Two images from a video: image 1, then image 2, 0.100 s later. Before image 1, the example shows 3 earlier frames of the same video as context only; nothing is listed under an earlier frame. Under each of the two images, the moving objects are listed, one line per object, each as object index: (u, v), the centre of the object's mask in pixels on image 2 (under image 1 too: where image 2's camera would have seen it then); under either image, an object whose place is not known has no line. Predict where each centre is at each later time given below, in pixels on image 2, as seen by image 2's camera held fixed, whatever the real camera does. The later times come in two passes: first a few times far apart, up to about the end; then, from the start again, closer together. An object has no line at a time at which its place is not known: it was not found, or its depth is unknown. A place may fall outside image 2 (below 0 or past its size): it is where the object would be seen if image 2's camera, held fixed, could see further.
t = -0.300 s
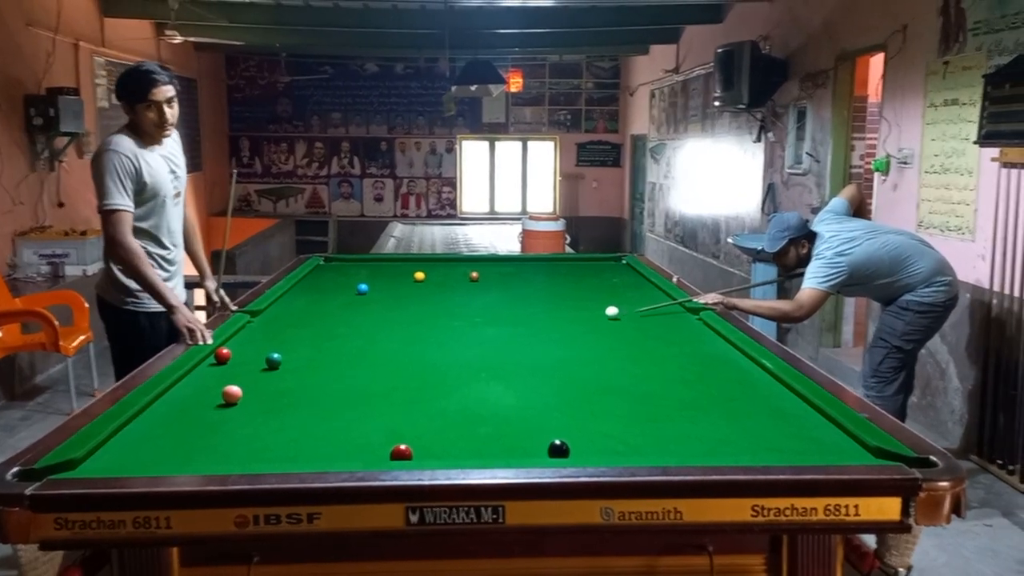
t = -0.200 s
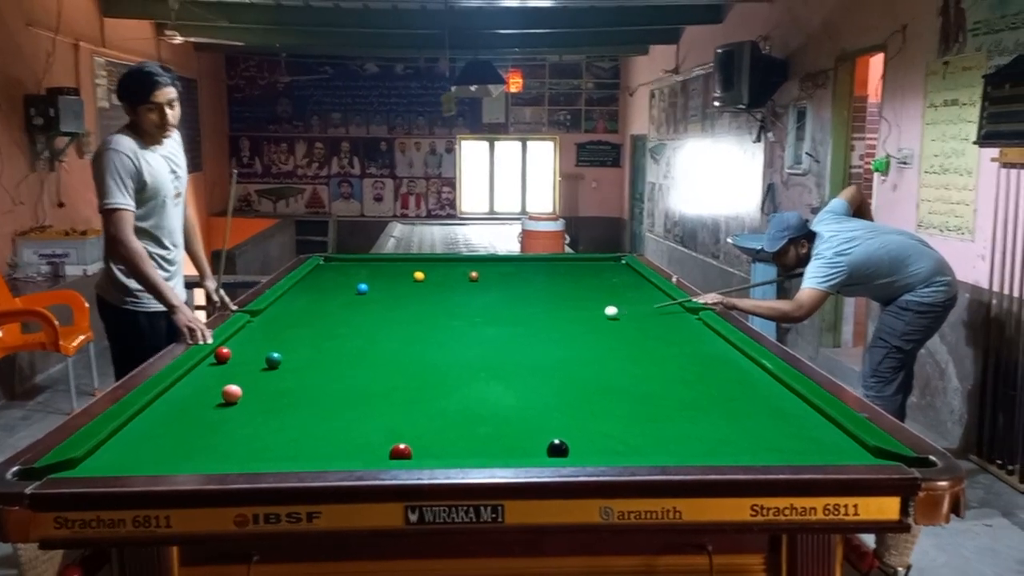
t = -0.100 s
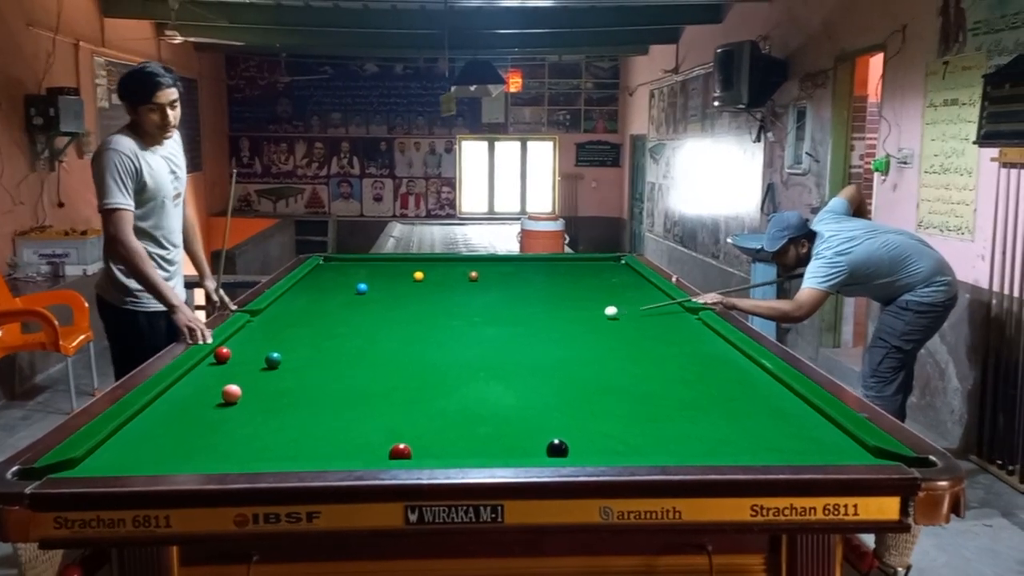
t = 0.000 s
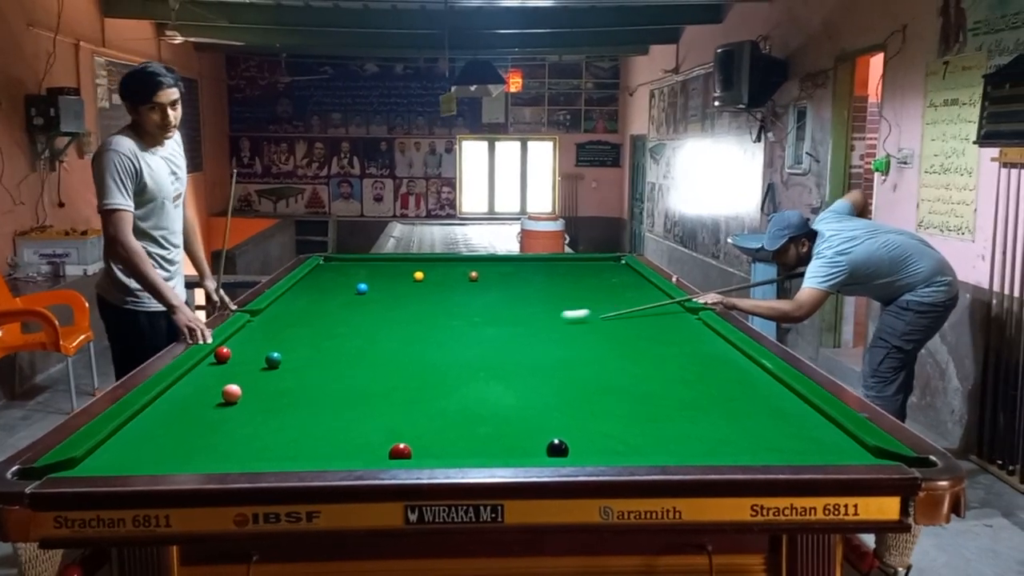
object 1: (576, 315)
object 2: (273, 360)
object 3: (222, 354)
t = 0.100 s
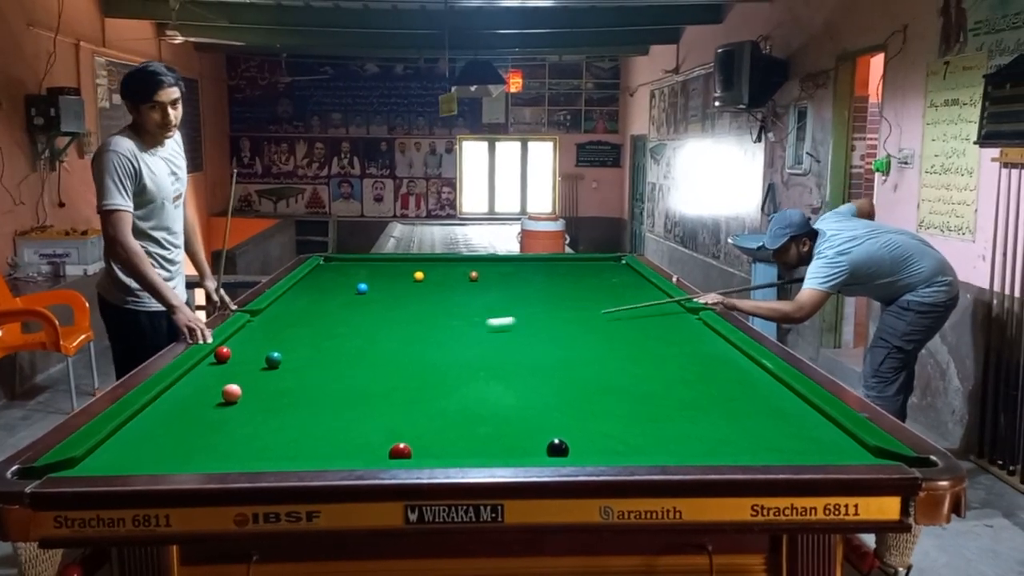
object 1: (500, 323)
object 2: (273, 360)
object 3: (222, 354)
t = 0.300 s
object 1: (350, 339)
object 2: (273, 360)
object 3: (222, 354)
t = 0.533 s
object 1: (237, 348)
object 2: (273, 360)
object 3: (232, 357)
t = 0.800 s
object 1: (236, 350)
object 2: (320, 358)
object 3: (268, 367)
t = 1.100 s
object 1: (271, 349)
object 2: (381, 356)
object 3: (294, 378)
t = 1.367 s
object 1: (300, 348)
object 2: (431, 355)
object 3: (317, 388)
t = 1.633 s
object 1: (325, 348)
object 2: (478, 353)
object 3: (341, 398)
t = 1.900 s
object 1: (347, 347)
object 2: (521, 352)
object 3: (367, 408)
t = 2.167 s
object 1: (366, 347)
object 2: (561, 351)
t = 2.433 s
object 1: (382, 347)
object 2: (599, 350)
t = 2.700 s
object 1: (396, 346)
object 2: (633, 349)
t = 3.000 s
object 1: (409, 346)
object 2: (670, 348)
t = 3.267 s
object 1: (418, 346)
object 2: (699, 348)
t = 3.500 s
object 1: (424, 345)
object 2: (722, 347)
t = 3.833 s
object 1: (430, 346)
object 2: (718, 347)
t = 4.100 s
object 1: (433, 345)
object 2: (703, 347)
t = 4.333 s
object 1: (433, 345)
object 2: (692, 347)
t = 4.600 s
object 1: (433, 345)
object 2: (682, 347)
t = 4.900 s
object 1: (433, 345)
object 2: (674, 348)
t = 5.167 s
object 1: (433, 345)
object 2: (670, 348)
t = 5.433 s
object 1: (433, 346)
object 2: (668, 348)
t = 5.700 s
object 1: (433, 346)
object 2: (668, 348)
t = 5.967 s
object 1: (433, 346)
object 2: (669, 348)
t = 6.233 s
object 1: (433, 347)
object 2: (669, 348)
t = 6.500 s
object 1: (433, 347)
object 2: (668, 348)
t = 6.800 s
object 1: (433, 346)
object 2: (668, 348)
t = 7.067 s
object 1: (433, 347)
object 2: (668, 348)
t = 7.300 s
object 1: (433, 347)
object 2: (669, 348)
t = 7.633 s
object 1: (433, 347)
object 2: (668, 348)
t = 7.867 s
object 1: (433, 347)
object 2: (668, 348)
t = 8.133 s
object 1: (433, 347)
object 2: (668, 348)
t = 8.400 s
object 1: (433, 347)
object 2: (668, 348)
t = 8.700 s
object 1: (433, 347)
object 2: (668, 348)
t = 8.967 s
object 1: (433, 347)
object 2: (668, 348)
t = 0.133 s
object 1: (475, 325)
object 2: (273, 360)
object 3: (222, 354)
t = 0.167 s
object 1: (450, 328)
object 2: (273, 359)
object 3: (222, 354)
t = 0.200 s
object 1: (425, 331)
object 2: (273, 359)
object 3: (222, 354)
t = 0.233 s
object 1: (400, 333)
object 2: (273, 360)
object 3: (222, 354)
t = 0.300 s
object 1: (350, 339)
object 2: (273, 360)
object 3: (222, 354)
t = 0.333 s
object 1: (326, 341)
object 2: (273, 360)
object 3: (222, 354)
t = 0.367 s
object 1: (302, 344)
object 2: (273, 360)
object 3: (222, 354)
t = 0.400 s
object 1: (279, 346)
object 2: (273, 360)
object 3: (222, 354)
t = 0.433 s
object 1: (255, 349)
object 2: (273, 360)
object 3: (222, 354)
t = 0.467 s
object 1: (238, 351)
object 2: (273, 360)
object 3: (217, 354)
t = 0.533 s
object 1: (237, 348)
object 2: (273, 360)
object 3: (232, 357)
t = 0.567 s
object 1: (232, 350)
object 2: (273, 360)
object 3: (243, 359)
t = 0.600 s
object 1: (229, 351)
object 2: (273, 360)
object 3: (254, 360)
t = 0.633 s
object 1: (224, 351)
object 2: (281, 359)
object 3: (256, 361)
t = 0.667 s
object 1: (219, 351)
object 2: (291, 359)
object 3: (257, 362)
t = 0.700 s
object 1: (223, 350)
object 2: (299, 359)
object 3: (259, 364)
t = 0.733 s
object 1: (227, 351)
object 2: (306, 359)
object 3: (262, 365)
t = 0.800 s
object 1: (236, 350)
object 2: (320, 358)
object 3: (268, 367)
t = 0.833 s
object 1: (240, 350)
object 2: (327, 358)
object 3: (270, 368)
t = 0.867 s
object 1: (243, 350)
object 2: (334, 357)
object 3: (273, 369)
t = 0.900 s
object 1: (248, 350)
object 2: (341, 357)
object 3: (276, 371)
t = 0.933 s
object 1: (252, 350)
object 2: (348, 357)
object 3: (279, 372)
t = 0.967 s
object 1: (256, 350)
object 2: (355, 357)
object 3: (282, 373)
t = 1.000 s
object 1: (260, 350)
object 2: (362, 357)
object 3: (285, 374)
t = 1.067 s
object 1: (267, 349)
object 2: (374, 356)
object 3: (291, 377)
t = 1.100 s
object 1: (271, 349)
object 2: (381, 356)
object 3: (294, 378)
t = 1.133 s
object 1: (275, 349)
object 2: (388, 356)
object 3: (296, 379)
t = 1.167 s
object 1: (279, 349)
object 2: (394, 356)
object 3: (299, 380)
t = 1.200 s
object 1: (282, 349)
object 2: (400, 356)
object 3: (302, 382)
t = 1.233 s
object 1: (286, 349)
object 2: (406, 355)
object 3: (305, 383)
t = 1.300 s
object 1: (293, 348)
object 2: (419, 355)
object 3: (311, 385)
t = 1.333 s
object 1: (296, 348)
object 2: (425, 355)
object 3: (314, 387)
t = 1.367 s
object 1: (300, 348)
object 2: (431, 355)
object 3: (317, 388)
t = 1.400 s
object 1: (303, 348)
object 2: (437, 354)
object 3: (320, 389)
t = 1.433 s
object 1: (306, 348)
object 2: (443, 354)
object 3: (323, 390)
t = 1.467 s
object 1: (309, 348)
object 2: (449, 354)
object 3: (326, 392)
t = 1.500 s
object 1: (313, 348)
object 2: (454, 354)
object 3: (329, 393)
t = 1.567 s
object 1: (319, 348)
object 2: (466, 354)
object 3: (335, 395)
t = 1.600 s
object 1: (322, 348)
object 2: (472, 354)
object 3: (338, 397)
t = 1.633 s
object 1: (325, 348)
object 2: (478, 353)
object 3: (341, 398)
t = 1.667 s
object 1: (328, 348)
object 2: (483, 353)
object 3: (345, 399)
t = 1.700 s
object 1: (331, 348)
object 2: (489, 353)
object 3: (348, 400)
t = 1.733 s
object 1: (334, 347)
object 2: (494, 353)
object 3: (351, 402)
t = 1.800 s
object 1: (339, 348)
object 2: (505, 352)
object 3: (357, 404)
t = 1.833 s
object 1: (342, 348)
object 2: (510, 352)
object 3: (360, 406)
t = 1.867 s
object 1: (344, 348)
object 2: (516, 352)
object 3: (363, 407)
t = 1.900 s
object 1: (347, 347)
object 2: (521, 352)
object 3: (367, 408)
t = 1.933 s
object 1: (349, 348)
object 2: (526, 352)
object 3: (370, 410)
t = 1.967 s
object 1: (352, 347)
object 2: (531, 352)
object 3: (373, 411)
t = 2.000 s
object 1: (355, 347)
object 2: (536, 352)
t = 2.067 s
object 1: (359, 347)
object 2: (547, 351)
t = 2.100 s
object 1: (362, 347)
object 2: (551, 351)
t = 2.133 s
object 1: (364, 347)
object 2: (556, 351)
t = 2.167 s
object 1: (366, 347)
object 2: (561, 351)
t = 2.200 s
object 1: (368, 347)
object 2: (566, 351)
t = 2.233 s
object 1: (371, 347)
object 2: (571, 351)
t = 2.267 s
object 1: (372, 347)
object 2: (576, 351)
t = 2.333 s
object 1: (376, 347)
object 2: (585, 351)
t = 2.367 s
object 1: (378, 347)
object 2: (590, 351)
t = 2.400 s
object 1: (381, 347)
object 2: (594, 350)
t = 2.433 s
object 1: (382, 347)
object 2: (599, 350)
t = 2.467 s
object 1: (384, 347)
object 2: (603, 350)
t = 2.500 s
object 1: (386, 347)
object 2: (608, 350)
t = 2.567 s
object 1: (390, 347)
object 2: (617, 350)
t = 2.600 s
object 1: (391, 347)
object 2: (621, 350)
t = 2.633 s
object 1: (393, 347)
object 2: (625, 349)
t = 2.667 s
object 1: (395, 346)
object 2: (629, 349)
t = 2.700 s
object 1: (396, 346)
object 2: (633, 349)
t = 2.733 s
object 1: (398, 346)
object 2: (638, 349)
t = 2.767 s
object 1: (399, 346)
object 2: (642, 349)
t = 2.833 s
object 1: (402, 346)
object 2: (650, 349)
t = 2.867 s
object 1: (404, 346)
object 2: (654, 349)
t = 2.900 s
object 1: (405, 346)
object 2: (658, 349)
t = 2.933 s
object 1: (407, 346)
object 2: (662, 349)
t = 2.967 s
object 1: (408, 346)
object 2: (666, 349)
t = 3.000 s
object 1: (409, 346)
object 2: (670, 348)
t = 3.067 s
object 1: (412, 346)
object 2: (677, 348)
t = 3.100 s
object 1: (413, 346)
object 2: (681, 348)
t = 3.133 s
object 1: (414, 346)
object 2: (685, 348)
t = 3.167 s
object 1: (415, 346)
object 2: (688, 348)
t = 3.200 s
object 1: (416, 346)
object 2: (692, 348)
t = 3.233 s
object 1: (417, 346)
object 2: (695, 348)
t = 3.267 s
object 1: (418, 346)
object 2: (699, 348)
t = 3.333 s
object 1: (420, 346)
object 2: (706, 348)
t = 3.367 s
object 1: (421, 345)
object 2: (709, 348)
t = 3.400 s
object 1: (422, 345)
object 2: (712, 348)
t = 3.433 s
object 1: (423, 345)
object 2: (715, 348)
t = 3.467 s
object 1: (424, 346)
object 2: (719, 348)
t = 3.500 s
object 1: (424, 345)
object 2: (722, 347)
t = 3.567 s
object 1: (426, 345)
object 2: (728, 347)
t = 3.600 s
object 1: (427, 345)
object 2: (731, 347)
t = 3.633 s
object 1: (427, 345)
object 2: (731, 347)
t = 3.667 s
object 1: (428, 345)
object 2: (729, 347)
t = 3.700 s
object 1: (428, 345)
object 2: (727, 347)
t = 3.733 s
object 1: (429, 345)
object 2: (725, 347)
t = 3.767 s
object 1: (429, 346)
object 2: (722, 348)
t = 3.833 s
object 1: (430, 346)
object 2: (718, 347)
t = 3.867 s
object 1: (431, 346)
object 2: (716, 347)
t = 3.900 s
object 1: (431, 346)
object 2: (714, 348)
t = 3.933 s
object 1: (431, 346)
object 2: (712, 347)
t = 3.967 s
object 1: (432, 345)
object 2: (710, 347)
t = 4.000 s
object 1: (432, 345)
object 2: (708, 347)
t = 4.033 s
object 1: (432, 345)
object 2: (707, 347)
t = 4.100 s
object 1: (433, 345)
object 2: (703, 347)
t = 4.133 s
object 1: (433, 345)
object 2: (701, 347)
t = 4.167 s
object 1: (433, 345)
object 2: (700, 347)
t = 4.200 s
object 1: (433, 345)
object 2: (698, 347)
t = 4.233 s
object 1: (433, 345)
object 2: (697, 347)
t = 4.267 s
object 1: (433, 346)
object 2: (695, 347)
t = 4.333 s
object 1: (433, 345)
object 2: (692, 347)
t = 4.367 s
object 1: (433, 345)
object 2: (691, 347)
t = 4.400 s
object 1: (433, 346)
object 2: (690, 347)
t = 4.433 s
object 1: (433, 346)
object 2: (688, 348)
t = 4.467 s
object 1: (433, 346)
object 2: (687, 348)
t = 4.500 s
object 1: (433, 345)
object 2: (686, 347)
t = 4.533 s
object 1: (433, 346)
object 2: (684, 348)
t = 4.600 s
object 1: (433, 345)
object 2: (682, 347)
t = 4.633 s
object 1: (433, 345)
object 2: (681, 348)
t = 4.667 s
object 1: (433, 345)
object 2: (680, 347)
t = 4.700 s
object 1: (433, 345)
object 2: (680, 347)
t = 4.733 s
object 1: (433, 345)
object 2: (679, 348)
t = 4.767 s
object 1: (433, 345)
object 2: (678, 347)
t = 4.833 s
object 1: (433, 345)
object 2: (676, 348)
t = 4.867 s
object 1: (433, 345)
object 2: (676, 348)
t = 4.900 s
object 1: (433, 345)
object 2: (674, 348)
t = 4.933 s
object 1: (433, 345)
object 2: (674, 347)
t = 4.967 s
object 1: (433, 345)
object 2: (673, 347)
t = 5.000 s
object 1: (433, 345)
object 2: (672, 347)
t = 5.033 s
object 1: (433, 345)
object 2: (672, 347)
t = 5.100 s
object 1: (433, 345)
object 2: (671, 348)
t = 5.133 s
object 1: (433, 345)
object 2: (670, 347)
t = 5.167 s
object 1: (433, 345)
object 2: (670, 348)
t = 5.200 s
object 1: (433, 345)
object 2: (669, 348)
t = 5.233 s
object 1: (433, 345)
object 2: (669, 348)
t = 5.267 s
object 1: (433, 345)
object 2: (669, 348)
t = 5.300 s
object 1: (433, 345)
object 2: (669, 348)
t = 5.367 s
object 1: (433, 346)
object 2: (668, 348)
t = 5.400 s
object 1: (433, 346)
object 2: (668, 348)
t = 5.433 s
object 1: (433, 346)
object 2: (668, 348)
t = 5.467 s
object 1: (433, 346)
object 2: (668, 348)
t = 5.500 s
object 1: (433, 346)
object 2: (668, 348)
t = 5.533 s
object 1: (433, 346)
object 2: (668, 348)
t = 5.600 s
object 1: (433, 346)
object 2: (668, 348)
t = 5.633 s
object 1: (433, 346)
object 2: (668, 348)
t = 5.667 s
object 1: (433, 346)
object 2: (669, 348)
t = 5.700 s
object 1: (433, 346)
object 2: (668, 348)
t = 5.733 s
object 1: (433, 347)
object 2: (669, 348)
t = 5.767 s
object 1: (433, 346)
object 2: (668, 348)
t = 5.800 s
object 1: (433, 346)
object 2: (668, 348)
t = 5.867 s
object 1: (433, 346)
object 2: (668, 348)
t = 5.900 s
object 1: (433, 346)
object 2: (668, 348)
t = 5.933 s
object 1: (433, 346)
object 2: (668, 348)
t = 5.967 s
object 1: (433, 346)
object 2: (669, 348)
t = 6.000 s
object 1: (433, 347)
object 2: (669, 348)
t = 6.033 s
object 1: (433, 346)
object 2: (669, 348)
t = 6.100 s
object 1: (433, 346)
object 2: (668, 348)
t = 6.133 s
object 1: (433, 347)
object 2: (668, 348)
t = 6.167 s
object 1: (433, 346)
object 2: (668, 348)
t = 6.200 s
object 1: (433, 346)
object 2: (668, 348)
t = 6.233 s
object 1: (433, 347)
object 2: (669, 348)
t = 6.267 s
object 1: (433, 347)
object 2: (668, 348)
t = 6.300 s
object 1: (433, 347)
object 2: (668, 348)
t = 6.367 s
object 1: (433, 347)
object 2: (669, 348)
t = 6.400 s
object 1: (433, 347)
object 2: (669, 348)
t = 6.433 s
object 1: (433, 347)
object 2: (668, 349)
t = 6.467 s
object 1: (433, 347)
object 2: (668, 348)
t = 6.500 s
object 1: (433, 347)
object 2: (668, 348)
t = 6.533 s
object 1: (433, 347)
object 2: (669, 348)
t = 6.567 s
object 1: (433, 347)
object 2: (669, 348)
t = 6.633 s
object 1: (433, 347)
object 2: (668, 348)
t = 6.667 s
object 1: (433, 347)
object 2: (668, 348)
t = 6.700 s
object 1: (433, 347)
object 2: (669, 348)
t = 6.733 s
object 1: (433, 347)
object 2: (668, 348)
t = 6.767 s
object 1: (433, 347)
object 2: (668, 348)
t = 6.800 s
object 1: (433, 346)
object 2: (668, 348)
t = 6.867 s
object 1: (433, 346)
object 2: (668, 348)
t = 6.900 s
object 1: (433, 347)
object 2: (668, 348)
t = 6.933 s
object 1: (433, 347)
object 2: (668, 348)
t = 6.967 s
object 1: (433, 347)
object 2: (668, 348)
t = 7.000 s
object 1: (433, 347)
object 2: (668, 348)
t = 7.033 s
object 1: (433, 347)
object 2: (668, 348)
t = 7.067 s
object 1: (433, 347)
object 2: (668, 348)
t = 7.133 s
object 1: (433, 347)
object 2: (668, 348)
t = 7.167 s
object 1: (433, 347)
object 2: (668, 348)
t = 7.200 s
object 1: (433, 347)
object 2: (669, 348)
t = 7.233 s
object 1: (433, 347)
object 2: (669, 348)
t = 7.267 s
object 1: (433, 347)
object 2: (668, 348)
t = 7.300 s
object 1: (433, 347)
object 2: (669, 348)
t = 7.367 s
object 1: (433, 347)
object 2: (669, 348)
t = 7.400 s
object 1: (433, 347)
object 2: (669, 348)
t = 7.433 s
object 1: (433, 346)
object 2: (668, 348)
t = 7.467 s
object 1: (433, 347)
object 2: (669, 348)
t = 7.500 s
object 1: (433, 347)
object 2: (668, 348)
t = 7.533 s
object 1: (433, 347)
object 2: (668, 348)
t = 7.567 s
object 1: (433, 347)
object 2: (668, 348)
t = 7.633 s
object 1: (433, 347)
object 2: (668, 348)
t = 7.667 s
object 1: (433, 347)
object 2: (668, 348)
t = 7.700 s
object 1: (433, 347)
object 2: (668, 348)
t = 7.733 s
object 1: (433, 347)
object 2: (668, 348)
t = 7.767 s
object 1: (433, 347)
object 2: (668, 349)
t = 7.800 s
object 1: (433, 347)
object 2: (668, 348)
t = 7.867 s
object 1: (433, 347)
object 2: (668, 348)
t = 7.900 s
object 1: (433, 347)
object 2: (668, 348)
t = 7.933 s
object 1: (433, 346)
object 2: (668, 348)
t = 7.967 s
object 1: (433, 347)
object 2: (668, 348)
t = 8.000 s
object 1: (433, 347)
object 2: (668, 348)
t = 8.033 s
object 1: (433, 347)
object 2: (668, 348)
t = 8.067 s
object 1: (433, 347)
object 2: (668, 348)
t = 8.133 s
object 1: (433, 347)
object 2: (668, 348)
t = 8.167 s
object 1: (433, 347)
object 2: (668, 348)
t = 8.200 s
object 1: (433, 347)
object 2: (668, 348)
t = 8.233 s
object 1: (433, 347)
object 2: (668, 348)
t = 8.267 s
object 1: (433, 347)
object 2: (668, 348)
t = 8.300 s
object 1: (433, 347)
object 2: (668, 348)
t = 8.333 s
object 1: (433, 347)
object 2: (668, 348)
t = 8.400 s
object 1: (433, 347)
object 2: (668, 348)
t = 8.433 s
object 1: (433, 347)
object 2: (668, 348)
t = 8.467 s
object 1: (433, 347)
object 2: (668, 348)
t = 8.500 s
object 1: (433, 347)
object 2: (668, 348)
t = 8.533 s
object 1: (433, 347)
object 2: (668, 348)
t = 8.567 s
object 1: (433, 347)
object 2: (668, 348)
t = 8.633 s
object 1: (433, 347)
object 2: (668, 348)
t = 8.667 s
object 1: (433, 347)
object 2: (668, 348)
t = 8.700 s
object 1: (433, 347)
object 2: (668, 348)
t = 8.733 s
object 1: (433, 347)
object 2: (668, 348)
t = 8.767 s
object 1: (433, 346)
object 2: (668, 348)
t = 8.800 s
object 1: (433, 347)
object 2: (668, 348)
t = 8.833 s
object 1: (433, 347)
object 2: (668, 348)
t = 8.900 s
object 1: (433, 347)
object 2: (668, 348)
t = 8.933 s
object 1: (433, 347)
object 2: (668, 348)
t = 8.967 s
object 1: (433, 347)
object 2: (668, 348)
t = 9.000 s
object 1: (433, 347)
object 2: (669, 348)
